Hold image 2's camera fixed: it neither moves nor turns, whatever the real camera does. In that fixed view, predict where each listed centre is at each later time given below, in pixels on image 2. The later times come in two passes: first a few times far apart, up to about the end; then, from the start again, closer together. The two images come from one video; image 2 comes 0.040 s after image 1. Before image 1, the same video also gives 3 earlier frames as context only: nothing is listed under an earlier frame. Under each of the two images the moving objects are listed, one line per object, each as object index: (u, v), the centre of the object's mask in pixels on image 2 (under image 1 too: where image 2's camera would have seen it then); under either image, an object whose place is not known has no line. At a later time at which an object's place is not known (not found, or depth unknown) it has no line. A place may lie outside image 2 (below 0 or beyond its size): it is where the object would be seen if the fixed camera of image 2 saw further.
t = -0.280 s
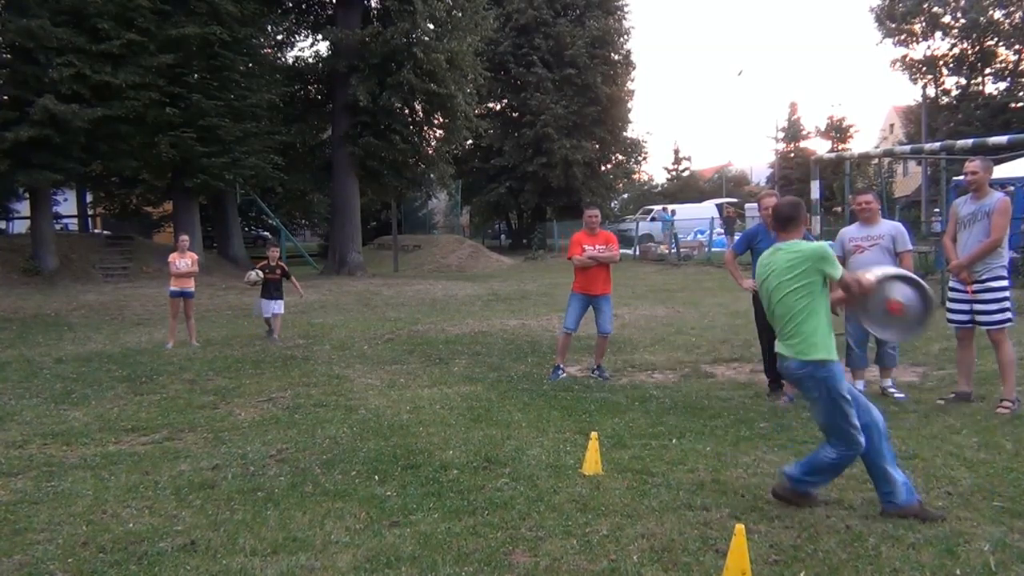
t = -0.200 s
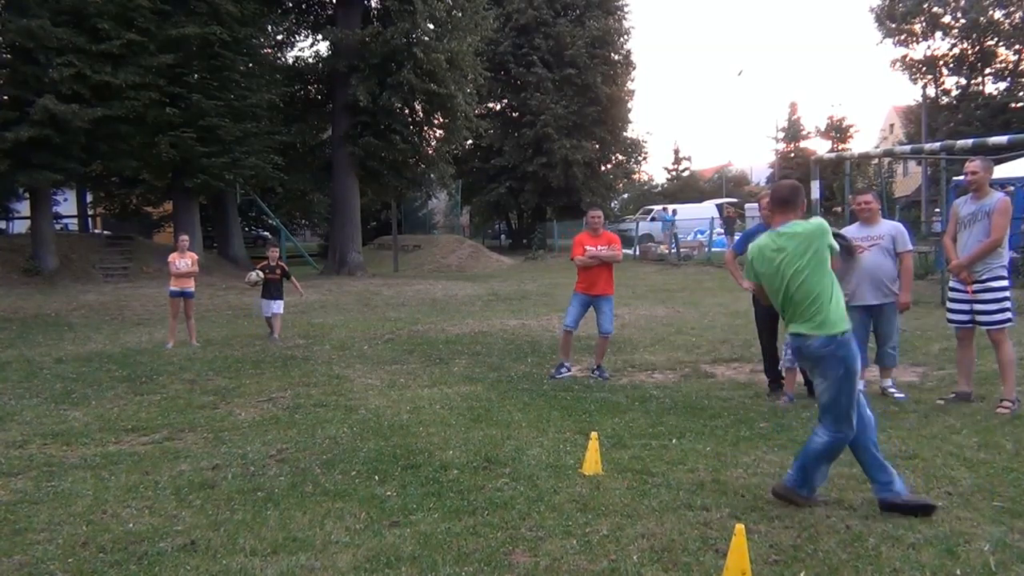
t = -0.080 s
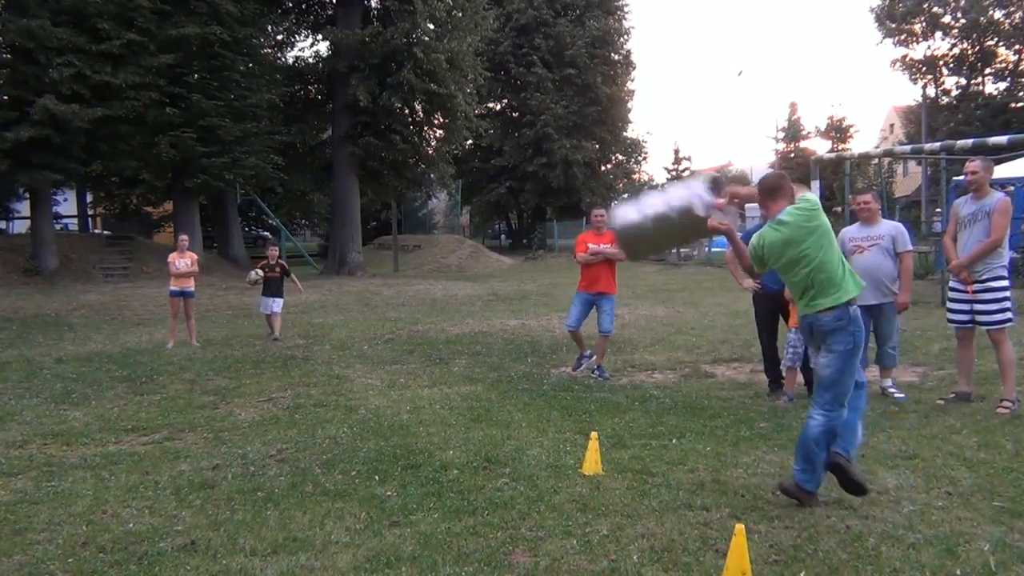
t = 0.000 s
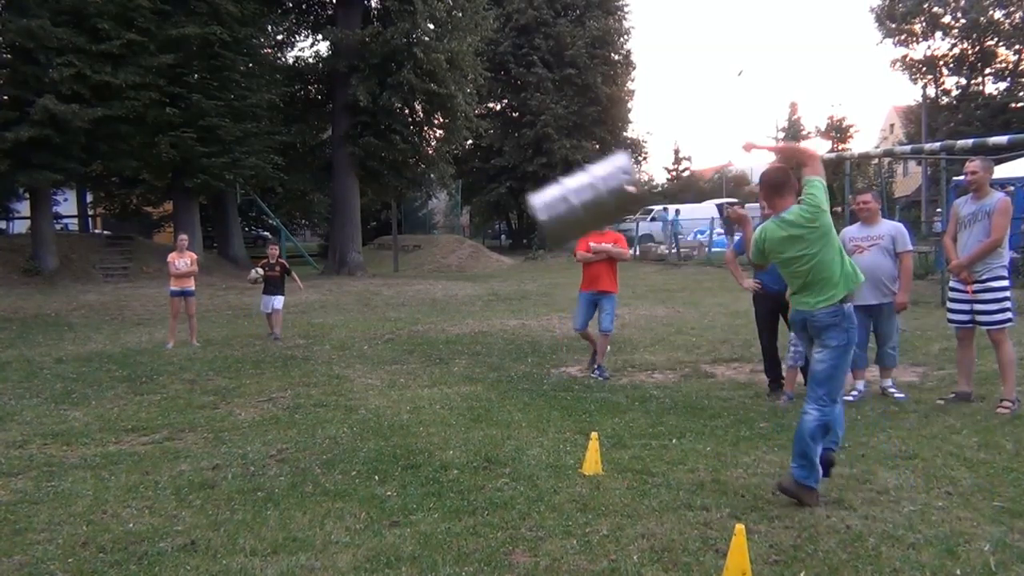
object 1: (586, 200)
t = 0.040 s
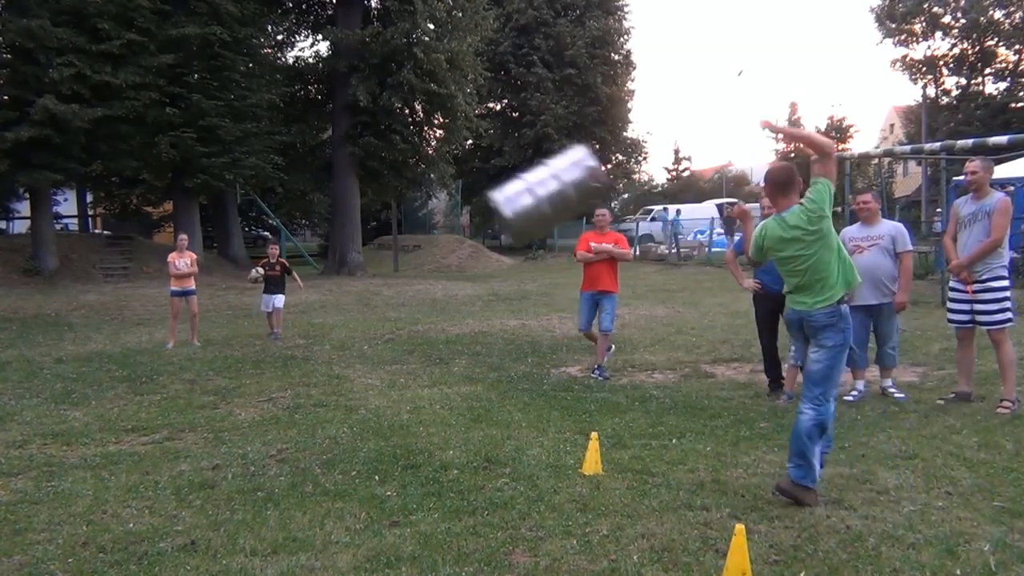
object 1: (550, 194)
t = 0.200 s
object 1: (380, 204)
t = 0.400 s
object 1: (174, 277)
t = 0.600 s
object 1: (19, 411)
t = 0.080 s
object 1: (506, 193)
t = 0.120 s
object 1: (466, 193)
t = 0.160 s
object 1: (422, 197)
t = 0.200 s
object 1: (380, 204)
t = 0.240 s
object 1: (338, 214)
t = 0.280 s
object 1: (297, 224)
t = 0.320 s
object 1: (255, 239)
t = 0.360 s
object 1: (215, 256)
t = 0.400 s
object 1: (174, 277)
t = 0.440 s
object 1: (130, 300)
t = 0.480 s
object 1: (90, 326)
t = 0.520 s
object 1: (57, 355)
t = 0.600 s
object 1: (19, 411)
